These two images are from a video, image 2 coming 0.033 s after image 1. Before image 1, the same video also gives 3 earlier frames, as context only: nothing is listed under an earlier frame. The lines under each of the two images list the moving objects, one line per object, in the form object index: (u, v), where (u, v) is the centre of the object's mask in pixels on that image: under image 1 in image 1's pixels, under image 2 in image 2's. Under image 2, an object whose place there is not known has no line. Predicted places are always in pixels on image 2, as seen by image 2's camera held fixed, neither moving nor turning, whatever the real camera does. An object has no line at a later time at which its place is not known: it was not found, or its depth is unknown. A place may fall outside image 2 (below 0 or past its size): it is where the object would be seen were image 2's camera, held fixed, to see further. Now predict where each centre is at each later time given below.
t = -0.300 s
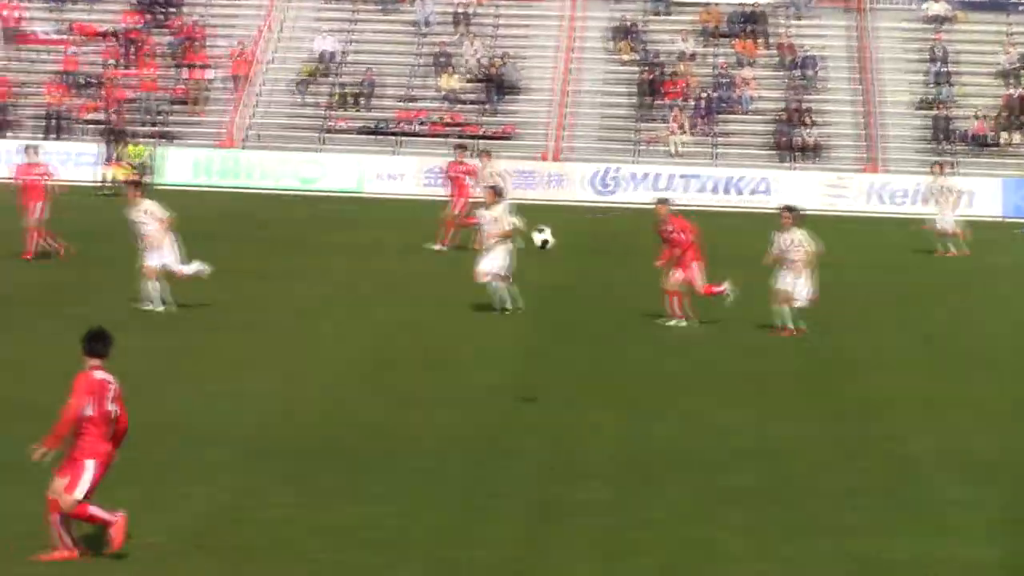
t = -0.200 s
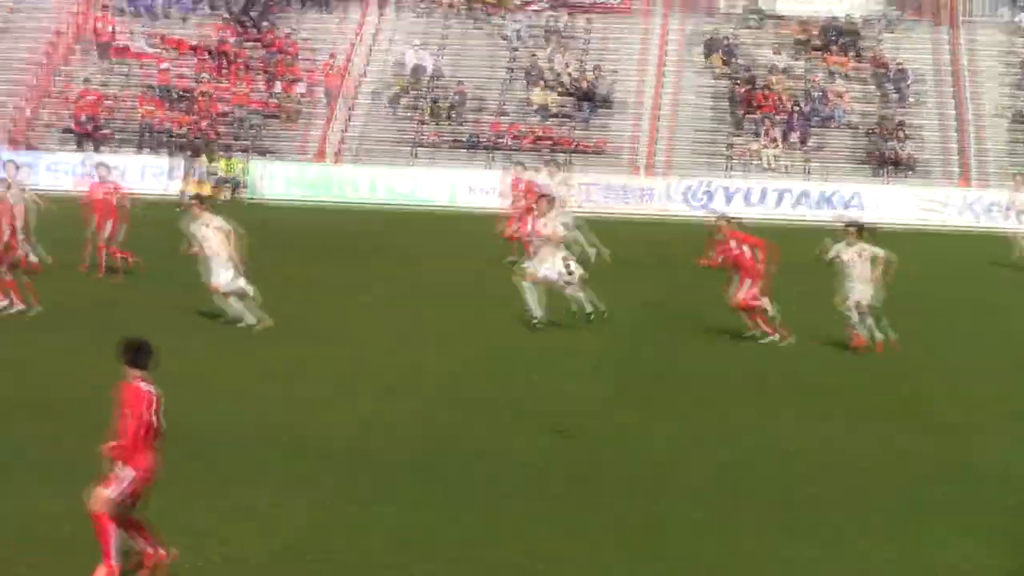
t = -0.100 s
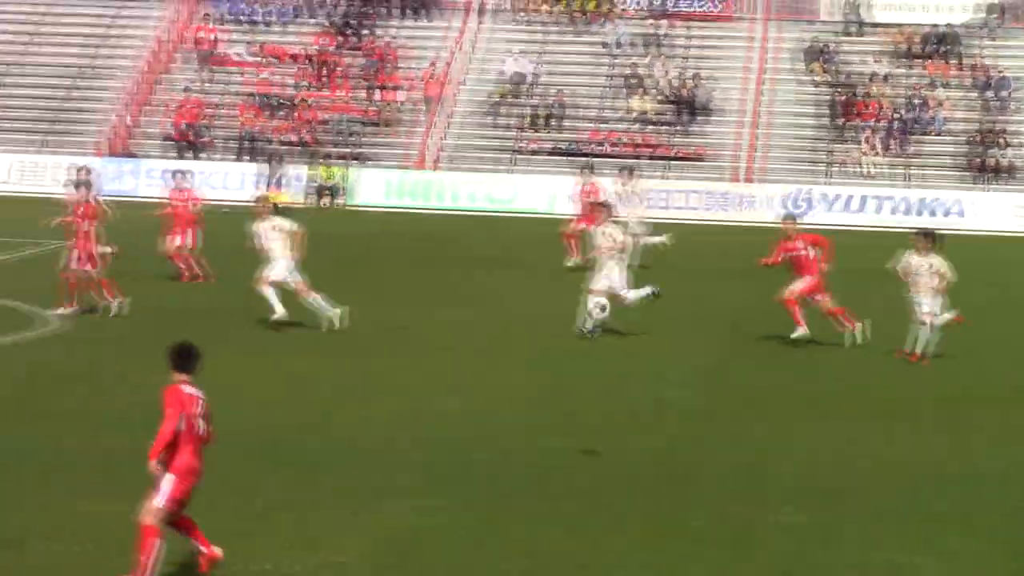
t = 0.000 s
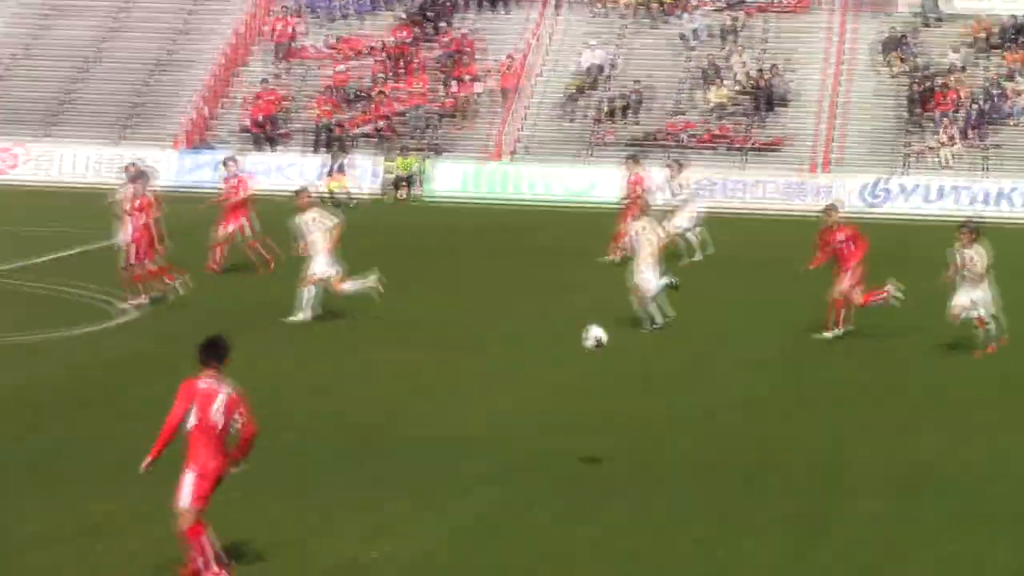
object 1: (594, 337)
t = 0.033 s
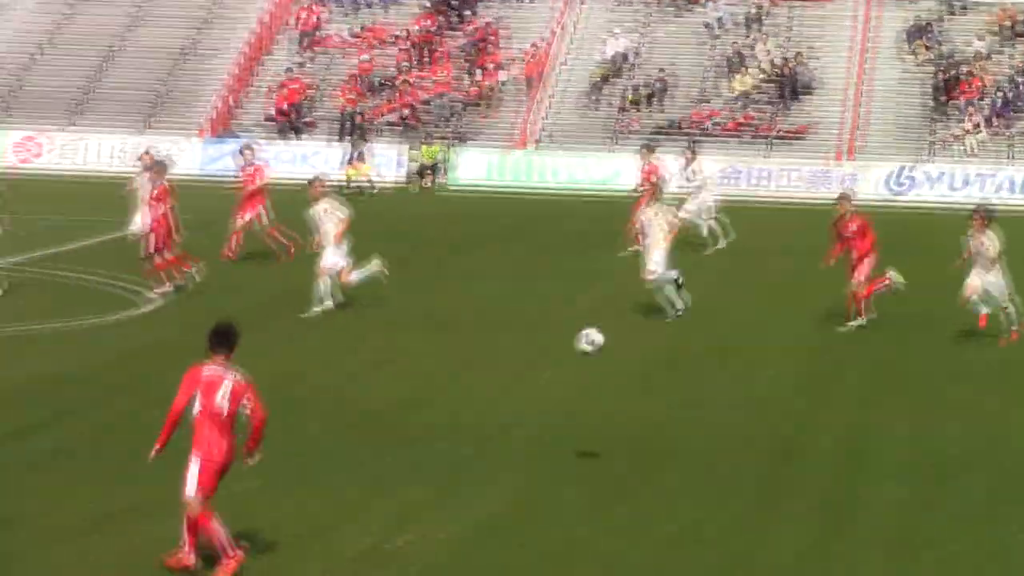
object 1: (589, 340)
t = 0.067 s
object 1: (565, 359)
